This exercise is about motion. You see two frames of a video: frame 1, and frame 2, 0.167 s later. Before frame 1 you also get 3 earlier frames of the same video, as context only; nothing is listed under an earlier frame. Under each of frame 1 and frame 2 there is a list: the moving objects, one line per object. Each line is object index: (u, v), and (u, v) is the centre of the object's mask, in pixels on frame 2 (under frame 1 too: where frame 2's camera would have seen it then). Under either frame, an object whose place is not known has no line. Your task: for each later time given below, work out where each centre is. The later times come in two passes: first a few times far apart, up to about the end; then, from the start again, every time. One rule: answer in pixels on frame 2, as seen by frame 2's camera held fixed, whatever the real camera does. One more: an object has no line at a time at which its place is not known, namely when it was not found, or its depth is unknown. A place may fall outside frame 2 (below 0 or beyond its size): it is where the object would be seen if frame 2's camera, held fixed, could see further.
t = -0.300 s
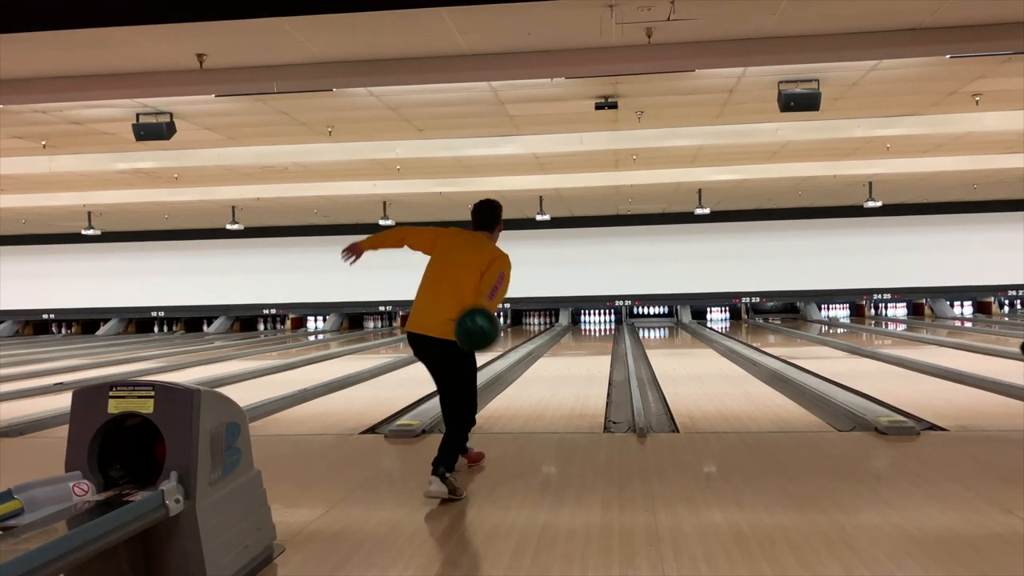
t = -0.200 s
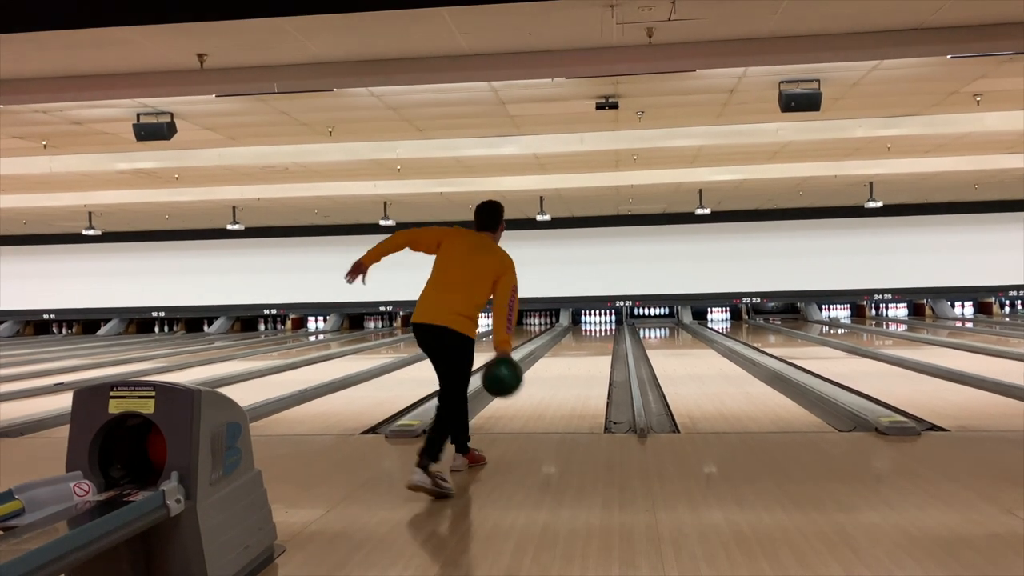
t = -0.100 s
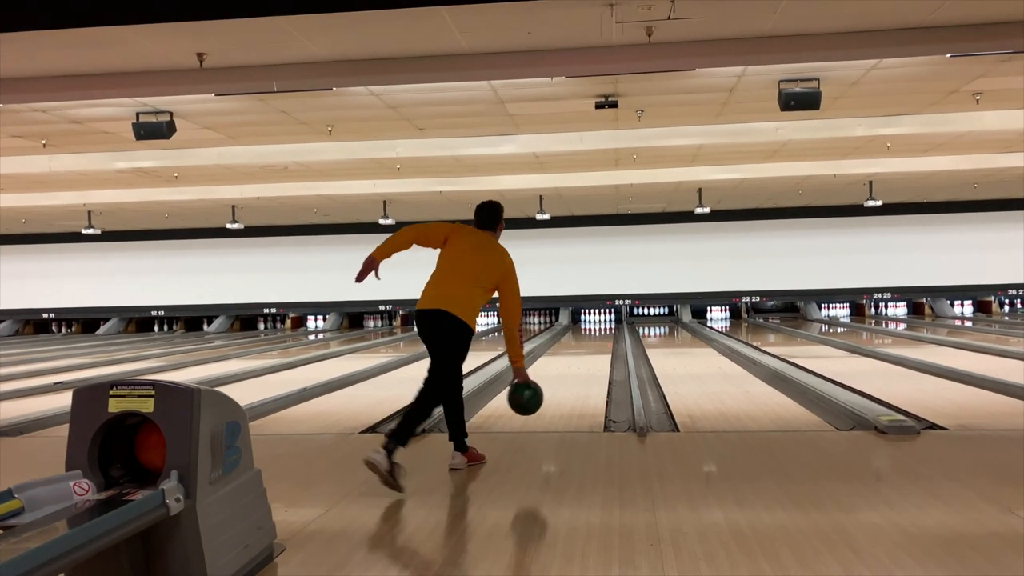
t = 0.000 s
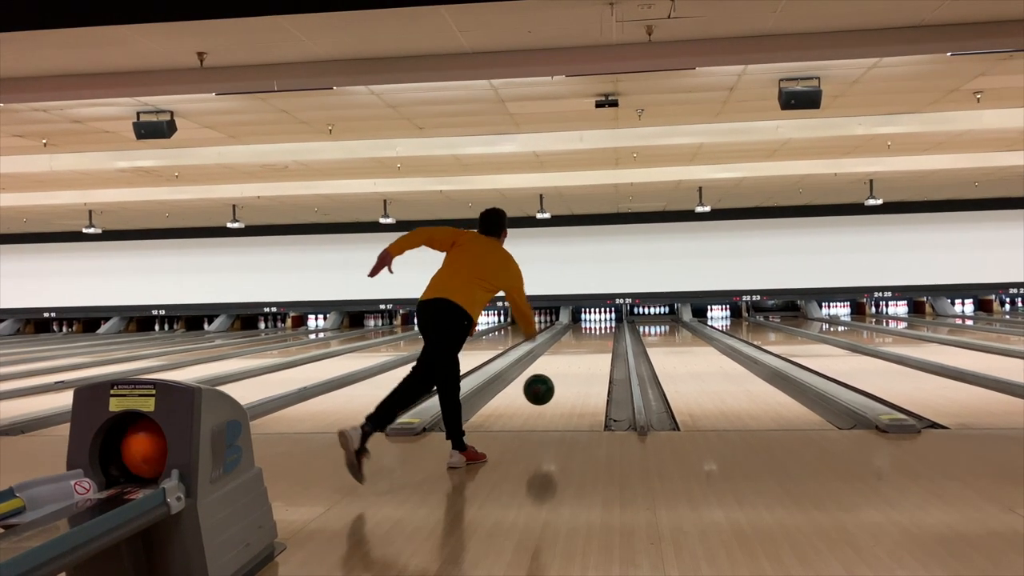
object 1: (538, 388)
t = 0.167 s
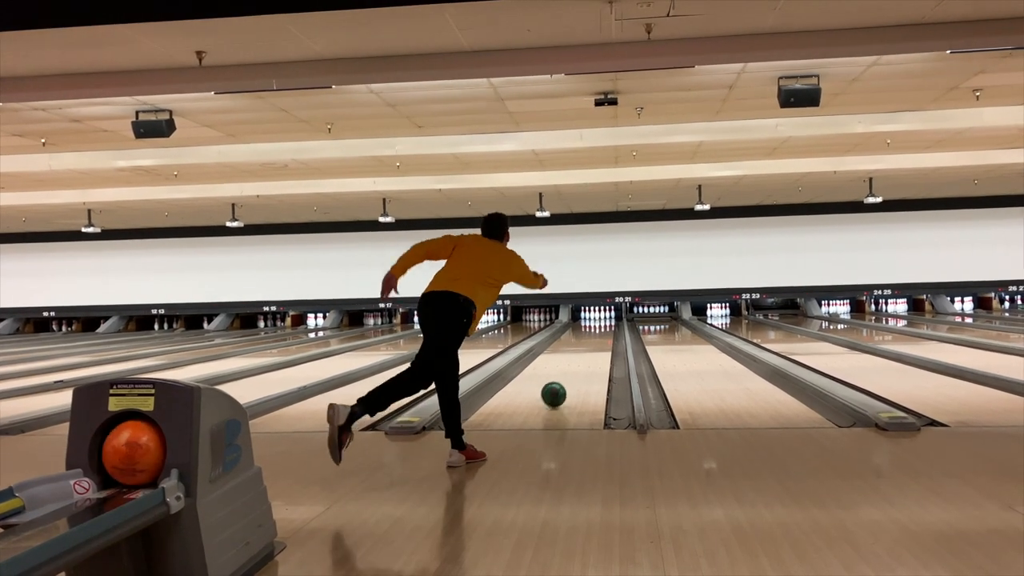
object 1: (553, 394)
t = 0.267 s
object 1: (560, 384)
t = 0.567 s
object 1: (573, 362)
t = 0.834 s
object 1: (580, 348)
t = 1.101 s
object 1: (585, 339)
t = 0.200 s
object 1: (556, 390)
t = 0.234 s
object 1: (558, 387)
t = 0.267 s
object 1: (560, 384)
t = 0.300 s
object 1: (562, 381)
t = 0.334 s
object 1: (563, 378)
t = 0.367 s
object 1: (565, 375)
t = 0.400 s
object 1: (566, 373)
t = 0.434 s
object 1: (568, 370)
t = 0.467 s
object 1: (569, 368)
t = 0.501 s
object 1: (571, 366)
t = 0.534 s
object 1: (572, 364)
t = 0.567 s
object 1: (573, 362)
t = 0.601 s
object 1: (574, 360)
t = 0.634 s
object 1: (575, 358)
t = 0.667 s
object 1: (576, 356)
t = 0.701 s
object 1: (577, 354)
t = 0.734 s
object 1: (578, 353)
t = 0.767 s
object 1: (578, 351)
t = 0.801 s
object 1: (579, 350)
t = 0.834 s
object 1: (580, 348)
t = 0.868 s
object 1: (581, 347)
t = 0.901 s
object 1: (582, 346)
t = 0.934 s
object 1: (582, 345)
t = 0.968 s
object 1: (583, 344)
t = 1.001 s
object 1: (583, 343)
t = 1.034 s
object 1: (584, 342)
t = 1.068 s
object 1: (585, 341)
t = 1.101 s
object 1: (585, 339)
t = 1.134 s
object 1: (586, 338)
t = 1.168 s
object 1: (586, 337)
